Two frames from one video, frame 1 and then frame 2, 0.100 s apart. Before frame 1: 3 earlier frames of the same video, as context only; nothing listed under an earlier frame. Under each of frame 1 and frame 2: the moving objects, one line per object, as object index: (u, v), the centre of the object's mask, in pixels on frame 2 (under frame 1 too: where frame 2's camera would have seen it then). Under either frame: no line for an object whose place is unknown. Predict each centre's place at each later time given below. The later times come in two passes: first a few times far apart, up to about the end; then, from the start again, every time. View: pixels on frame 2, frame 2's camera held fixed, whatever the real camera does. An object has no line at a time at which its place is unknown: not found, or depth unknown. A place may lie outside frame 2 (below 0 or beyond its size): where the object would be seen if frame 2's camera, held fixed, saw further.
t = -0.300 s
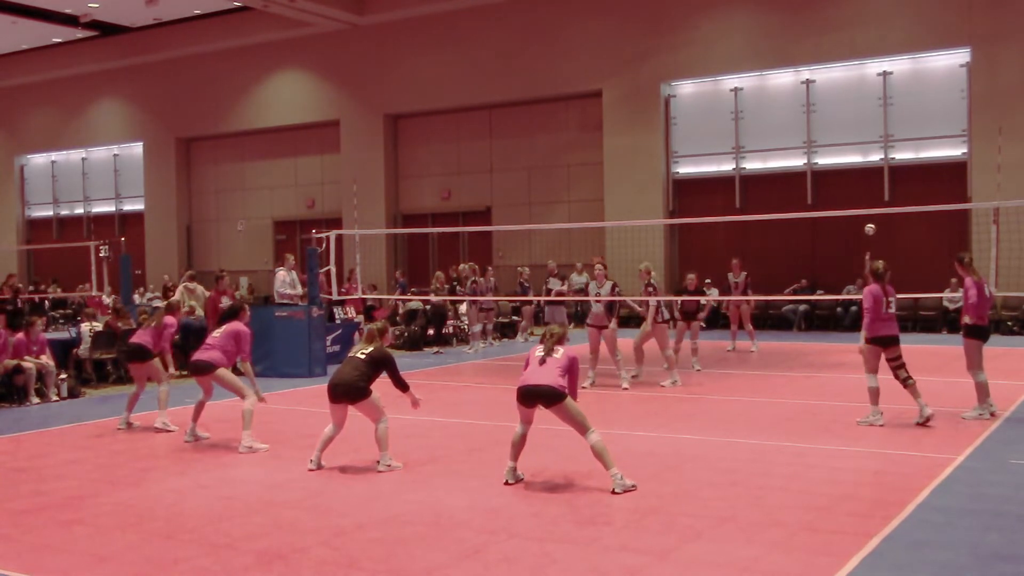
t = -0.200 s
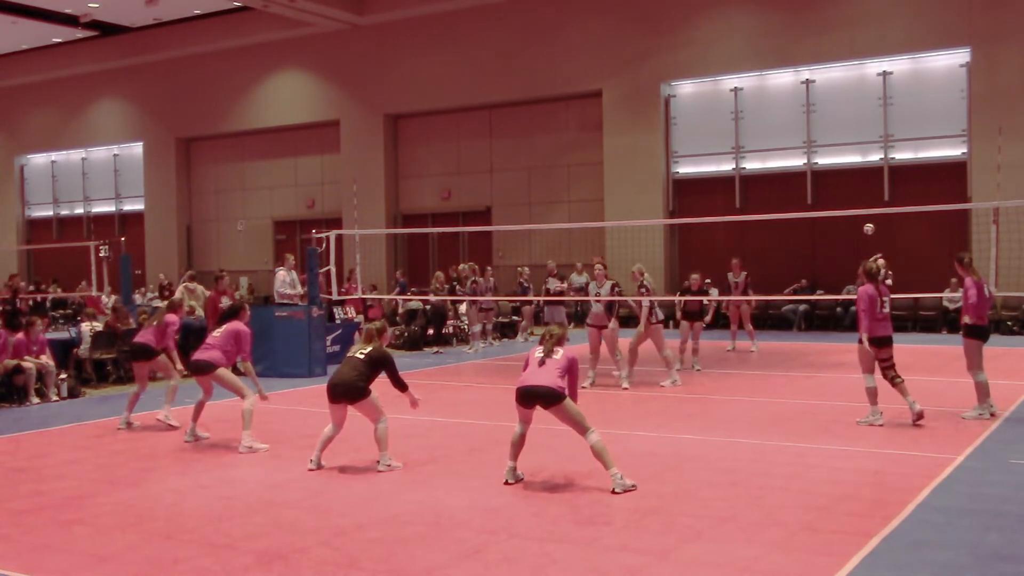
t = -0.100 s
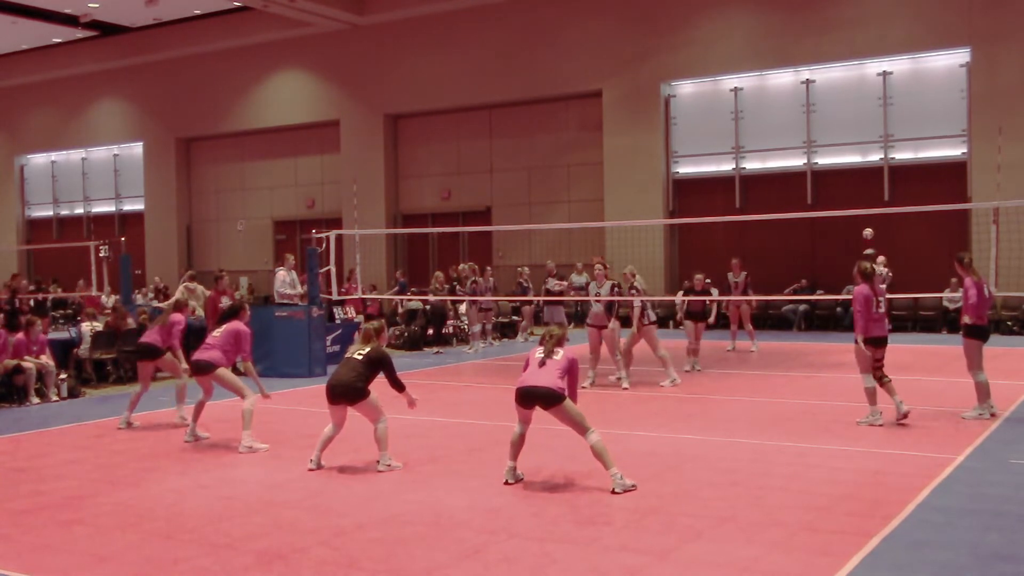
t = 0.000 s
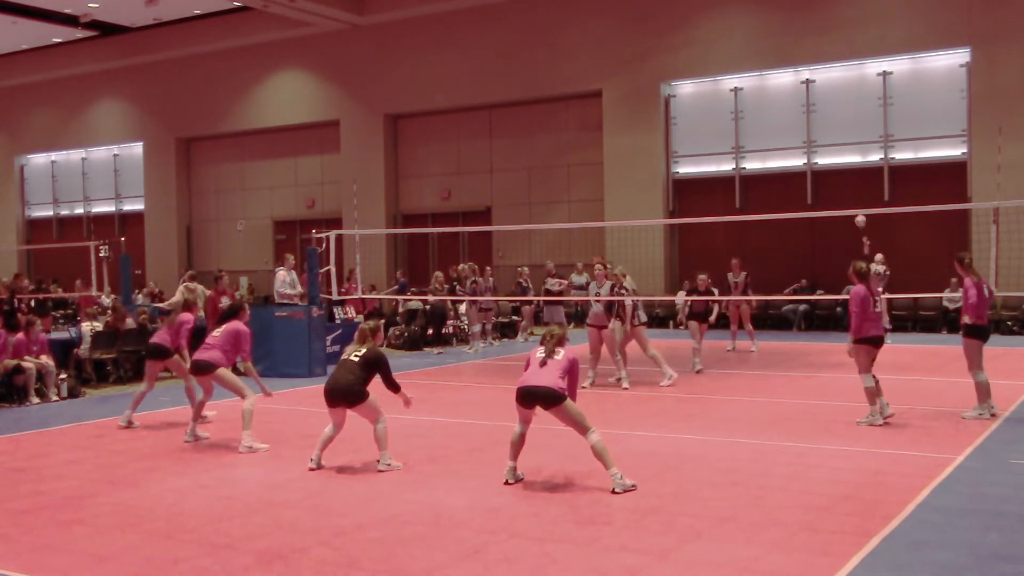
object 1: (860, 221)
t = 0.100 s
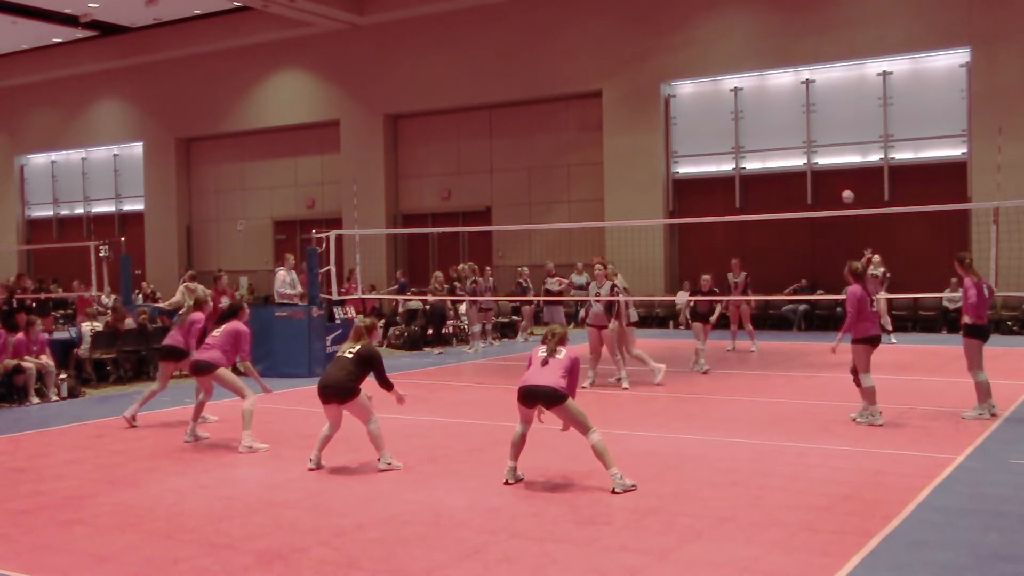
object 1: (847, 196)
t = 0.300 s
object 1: (816, 151)
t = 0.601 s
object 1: (742, 111)
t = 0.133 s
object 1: (843, 188)
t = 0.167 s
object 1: (838, 181)
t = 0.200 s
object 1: (832, 173)
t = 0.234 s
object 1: (828, 166)
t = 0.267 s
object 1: (821, 159)
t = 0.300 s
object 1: (816, 151)
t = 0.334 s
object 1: (808, 143)
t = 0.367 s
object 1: (802, 140)
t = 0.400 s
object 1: (795, 134)
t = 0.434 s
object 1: (787, 129)
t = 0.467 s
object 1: (779, 125)
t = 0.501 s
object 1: (770, 121)
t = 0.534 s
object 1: (762, 117)
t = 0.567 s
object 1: (752, 114)
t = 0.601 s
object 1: (742, 111)
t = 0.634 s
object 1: (733, 111)
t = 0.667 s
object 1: (721, 110)
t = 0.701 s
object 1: (709, 110)
